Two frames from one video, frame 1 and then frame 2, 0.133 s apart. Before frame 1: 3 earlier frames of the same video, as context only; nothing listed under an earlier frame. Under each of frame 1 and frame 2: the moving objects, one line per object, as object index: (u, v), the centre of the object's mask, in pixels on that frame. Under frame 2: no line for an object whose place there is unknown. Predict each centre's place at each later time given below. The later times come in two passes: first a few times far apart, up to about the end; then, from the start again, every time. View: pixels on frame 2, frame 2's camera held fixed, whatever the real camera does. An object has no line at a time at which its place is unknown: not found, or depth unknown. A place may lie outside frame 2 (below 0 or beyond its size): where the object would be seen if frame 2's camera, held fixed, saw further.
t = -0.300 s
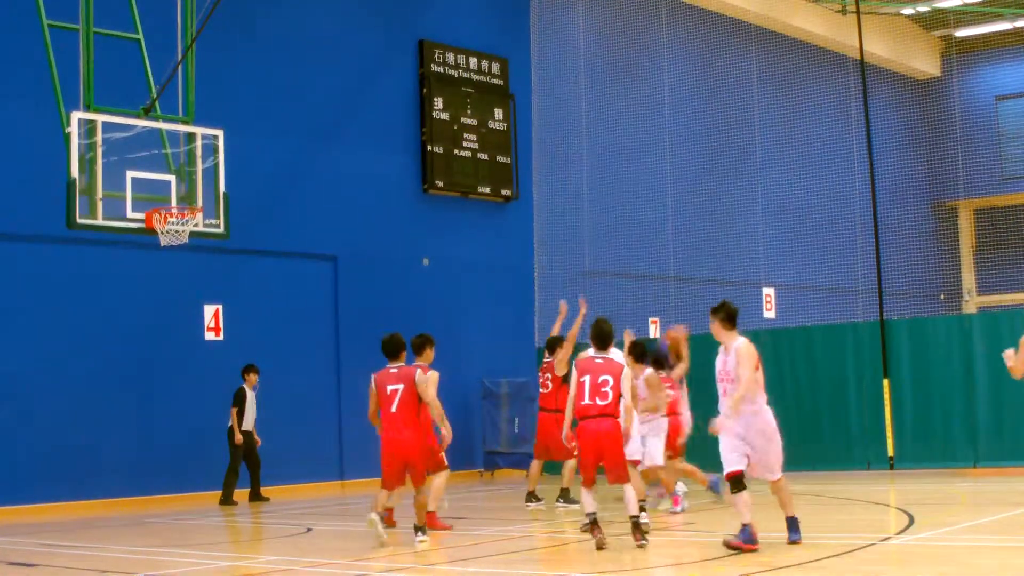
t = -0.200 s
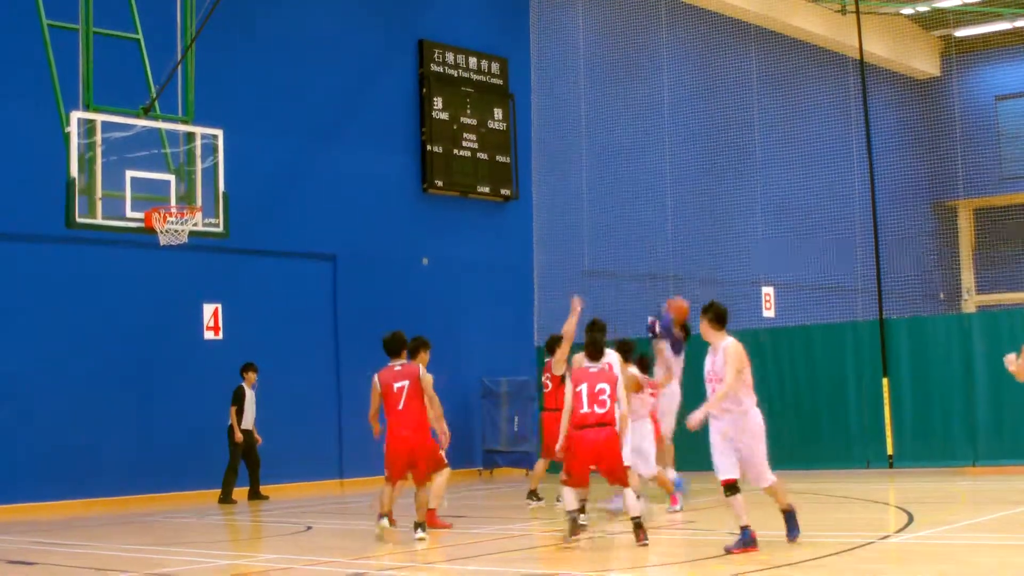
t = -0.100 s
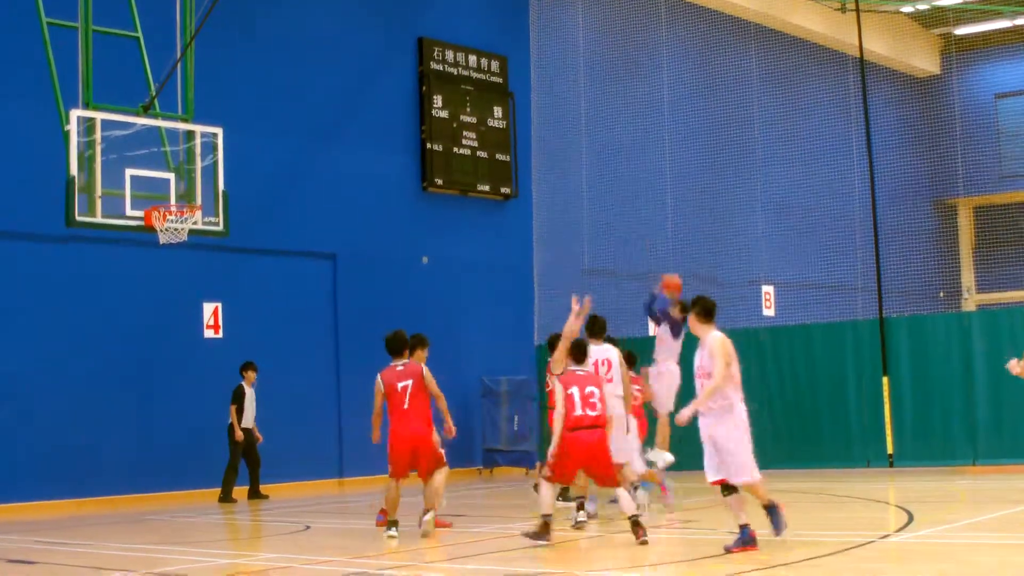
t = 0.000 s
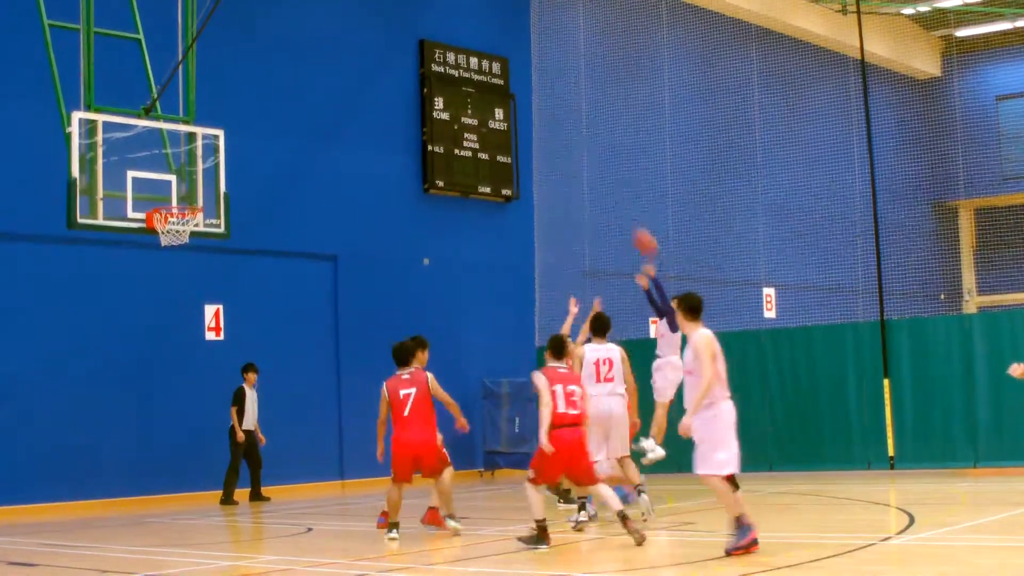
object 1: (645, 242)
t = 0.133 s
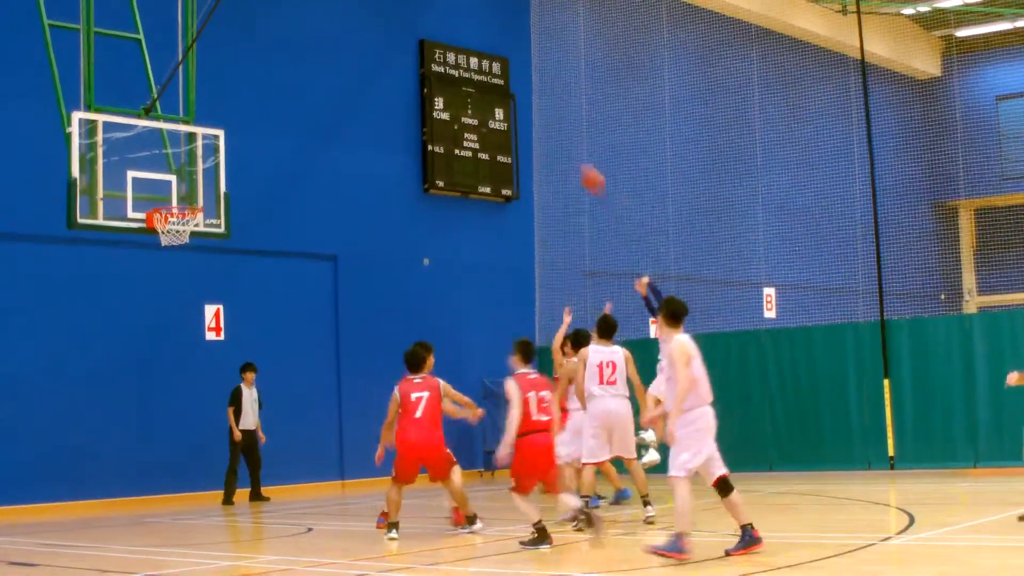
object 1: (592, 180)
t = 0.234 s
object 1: (551, 141)
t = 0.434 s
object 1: (469, 90)
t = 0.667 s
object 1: (368, 71)
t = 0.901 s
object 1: (263, 102)
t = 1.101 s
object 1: (167, 176)
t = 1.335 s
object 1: (52, 292)
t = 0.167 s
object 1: (578, 166)
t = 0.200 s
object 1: (565, 153)
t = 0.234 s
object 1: (551, 141)
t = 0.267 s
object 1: (538, 129)
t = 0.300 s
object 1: (524, 119)
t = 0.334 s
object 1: (511, 109)
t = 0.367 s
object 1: (497, 101)
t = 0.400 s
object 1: (484, 96)
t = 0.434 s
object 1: (469, 90)
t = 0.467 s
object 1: (455, 83)
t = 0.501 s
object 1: (440, 79)
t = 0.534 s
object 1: (426, 75)
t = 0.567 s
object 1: (410, 72)
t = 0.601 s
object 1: (396, 71)
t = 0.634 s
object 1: (382, 70)
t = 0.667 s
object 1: (368, 71)
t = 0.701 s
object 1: (353, 72)
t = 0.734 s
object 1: (338, 74)
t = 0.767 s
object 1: (324, 78)
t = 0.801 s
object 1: (309, 82)
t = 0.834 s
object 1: (293, 86)
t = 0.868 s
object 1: (278, 94)
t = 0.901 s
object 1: (263, 102)
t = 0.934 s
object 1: (247, 111)
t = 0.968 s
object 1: (233, 121)
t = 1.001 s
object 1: (217, 133)
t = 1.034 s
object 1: (201, 147)
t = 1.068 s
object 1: (184, 161)
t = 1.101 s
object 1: (167, 176)
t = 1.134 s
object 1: (151, 193)
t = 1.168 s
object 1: (135, 209)
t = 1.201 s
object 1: (117, 224)
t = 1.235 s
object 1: (101, 240)
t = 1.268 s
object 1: (86, 255)
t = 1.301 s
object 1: (69, 272)
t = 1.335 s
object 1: (52, 292)
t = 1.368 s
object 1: (35, 314)
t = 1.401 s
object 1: (17, 337)
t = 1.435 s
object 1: (7, 357)
